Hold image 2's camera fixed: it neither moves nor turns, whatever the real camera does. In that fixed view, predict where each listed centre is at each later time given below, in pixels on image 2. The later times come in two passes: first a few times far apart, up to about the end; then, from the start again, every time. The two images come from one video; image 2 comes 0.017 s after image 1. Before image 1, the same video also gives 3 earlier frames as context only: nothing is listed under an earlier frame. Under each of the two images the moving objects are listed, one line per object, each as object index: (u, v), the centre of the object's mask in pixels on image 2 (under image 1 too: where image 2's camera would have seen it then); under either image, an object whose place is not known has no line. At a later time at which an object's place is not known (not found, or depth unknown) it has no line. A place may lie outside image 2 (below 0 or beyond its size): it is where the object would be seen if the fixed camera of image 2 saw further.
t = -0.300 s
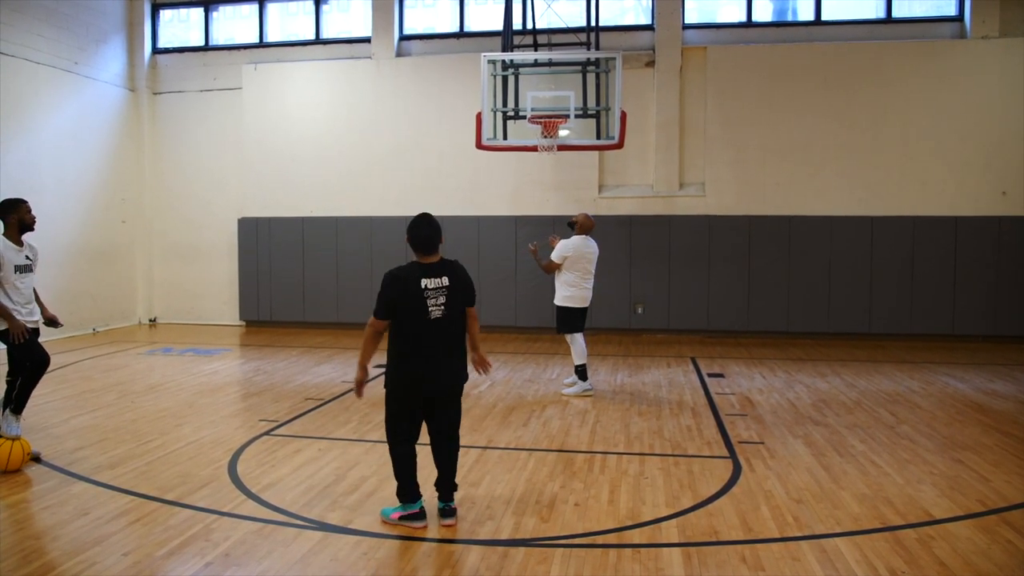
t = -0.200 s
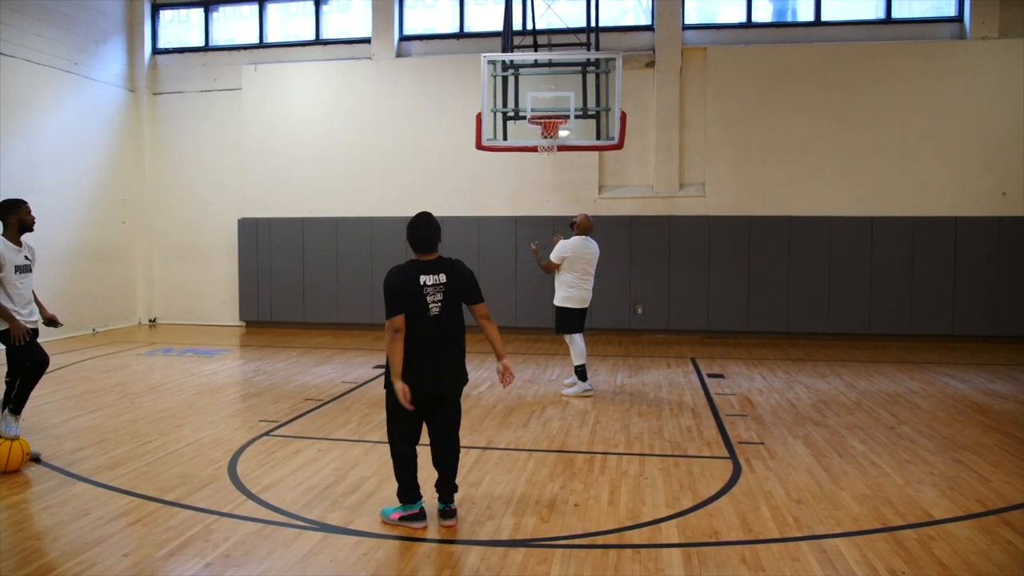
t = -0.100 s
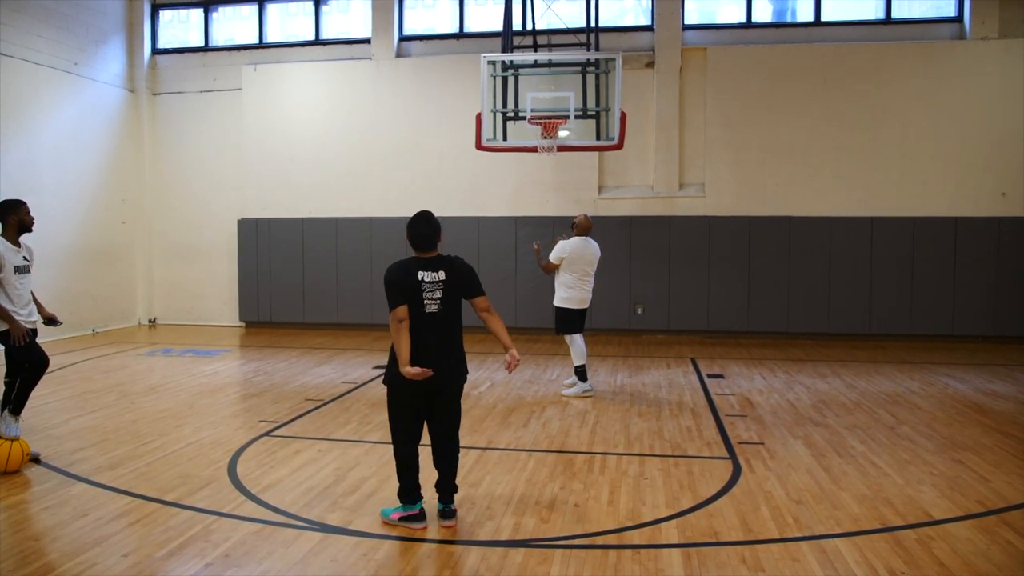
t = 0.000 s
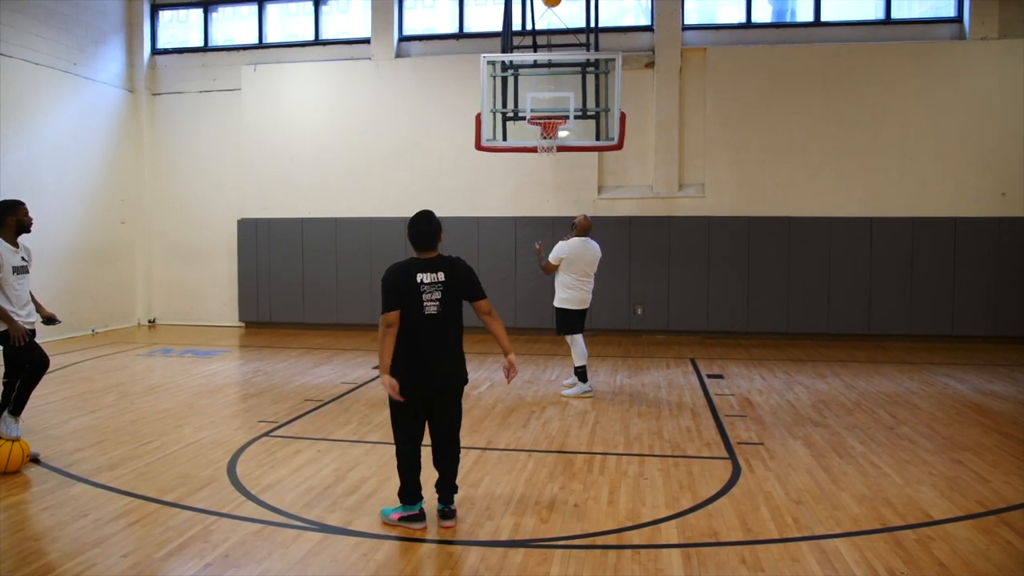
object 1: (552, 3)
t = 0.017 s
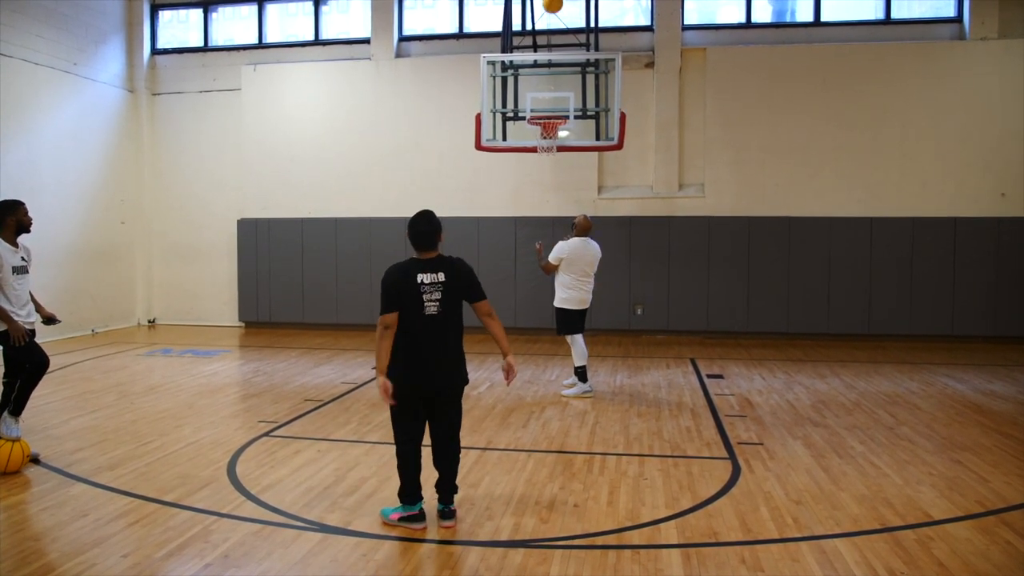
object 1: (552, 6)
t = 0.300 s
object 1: (569, 105)
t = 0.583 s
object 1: (587, 51)
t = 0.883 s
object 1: (601, 53)
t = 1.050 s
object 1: (610, 89)
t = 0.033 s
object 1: (554, 9)
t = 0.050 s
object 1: (554, 16)
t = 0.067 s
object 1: (556, 23)
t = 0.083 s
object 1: (557, 29)
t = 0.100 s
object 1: (557, 36)
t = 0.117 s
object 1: (558, 42)
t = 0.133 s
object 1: (559, 49)
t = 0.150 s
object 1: (560, 56)
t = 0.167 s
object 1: (561, 64)
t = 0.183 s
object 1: (562, 71)
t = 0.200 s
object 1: (563, 79)
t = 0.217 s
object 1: (564, 86)
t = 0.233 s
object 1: (564, 94)
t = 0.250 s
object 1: (566, 102)
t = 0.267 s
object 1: (566, 110)
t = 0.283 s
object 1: (567, 110)
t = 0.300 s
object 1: (569, 105)
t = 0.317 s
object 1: (571, 101)
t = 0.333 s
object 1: (572, 97)
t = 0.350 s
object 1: (574, 93)
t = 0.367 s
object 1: (575, 90)
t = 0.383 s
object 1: (577, 86)
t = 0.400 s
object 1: (578, 83)
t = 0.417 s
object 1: (579, 79)
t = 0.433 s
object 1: (580, 75)
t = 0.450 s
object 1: (581, 72)
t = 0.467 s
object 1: (581, 69)
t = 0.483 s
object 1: (582, 65)
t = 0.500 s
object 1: (583, 63)
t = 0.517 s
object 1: (584, 60)
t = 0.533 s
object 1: (585, 58)
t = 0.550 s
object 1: (585, 55)
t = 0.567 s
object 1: (586, 53)
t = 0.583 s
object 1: (587, 51)
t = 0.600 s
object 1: (588, 49)
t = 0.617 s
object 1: (588, 48)
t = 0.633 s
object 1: (589, 47)
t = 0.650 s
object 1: (590, 45)
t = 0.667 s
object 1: (590, 45)
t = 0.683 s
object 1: (591, 44)
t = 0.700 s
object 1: (592, 44)
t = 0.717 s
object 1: (593, 43)
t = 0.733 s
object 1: (593, 43)
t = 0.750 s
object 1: (594, 43)
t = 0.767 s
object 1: (595, 44)
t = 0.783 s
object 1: (596, 45)
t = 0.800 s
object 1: (596, 45)
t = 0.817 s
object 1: (598, 47)
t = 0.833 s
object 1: (599, 48)
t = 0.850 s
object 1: (600, 49)
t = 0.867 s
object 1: (600, 51)
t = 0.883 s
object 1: (601, 53)
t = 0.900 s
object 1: (602, 56)
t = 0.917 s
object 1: (603, 59)
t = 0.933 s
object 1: (604, 61)
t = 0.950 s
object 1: (604, 65)
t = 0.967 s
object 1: (605, 68)
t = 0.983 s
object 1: (606, 71)
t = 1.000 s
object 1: (607, 75)
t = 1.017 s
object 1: (608, 79)
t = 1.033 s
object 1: (609, 84)
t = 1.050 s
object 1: (610, 89)
